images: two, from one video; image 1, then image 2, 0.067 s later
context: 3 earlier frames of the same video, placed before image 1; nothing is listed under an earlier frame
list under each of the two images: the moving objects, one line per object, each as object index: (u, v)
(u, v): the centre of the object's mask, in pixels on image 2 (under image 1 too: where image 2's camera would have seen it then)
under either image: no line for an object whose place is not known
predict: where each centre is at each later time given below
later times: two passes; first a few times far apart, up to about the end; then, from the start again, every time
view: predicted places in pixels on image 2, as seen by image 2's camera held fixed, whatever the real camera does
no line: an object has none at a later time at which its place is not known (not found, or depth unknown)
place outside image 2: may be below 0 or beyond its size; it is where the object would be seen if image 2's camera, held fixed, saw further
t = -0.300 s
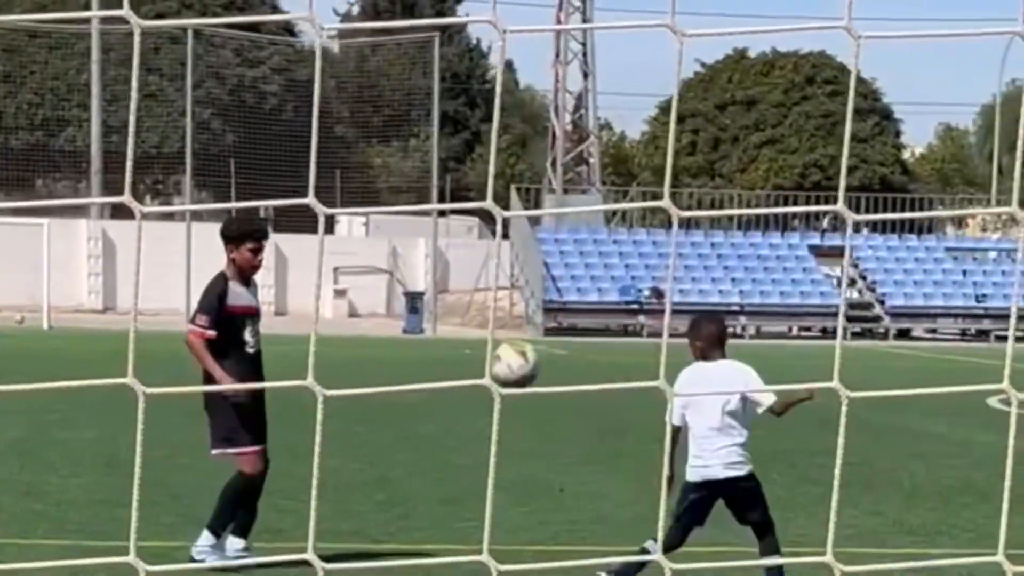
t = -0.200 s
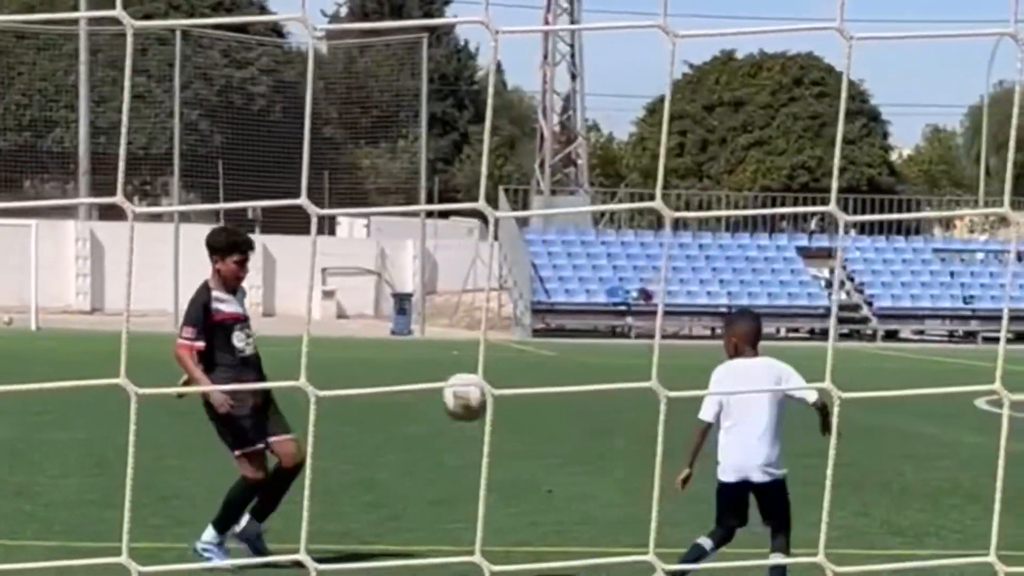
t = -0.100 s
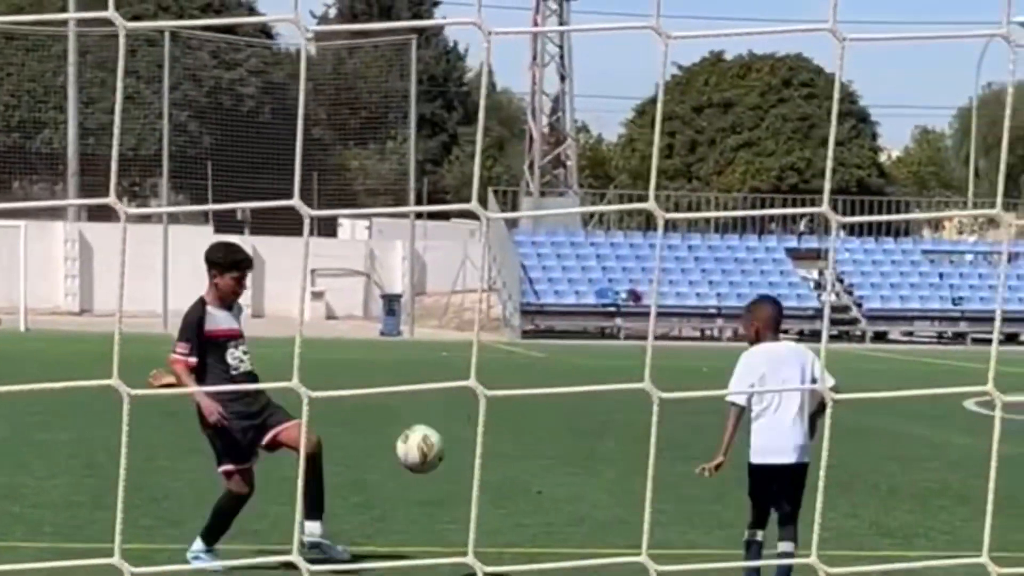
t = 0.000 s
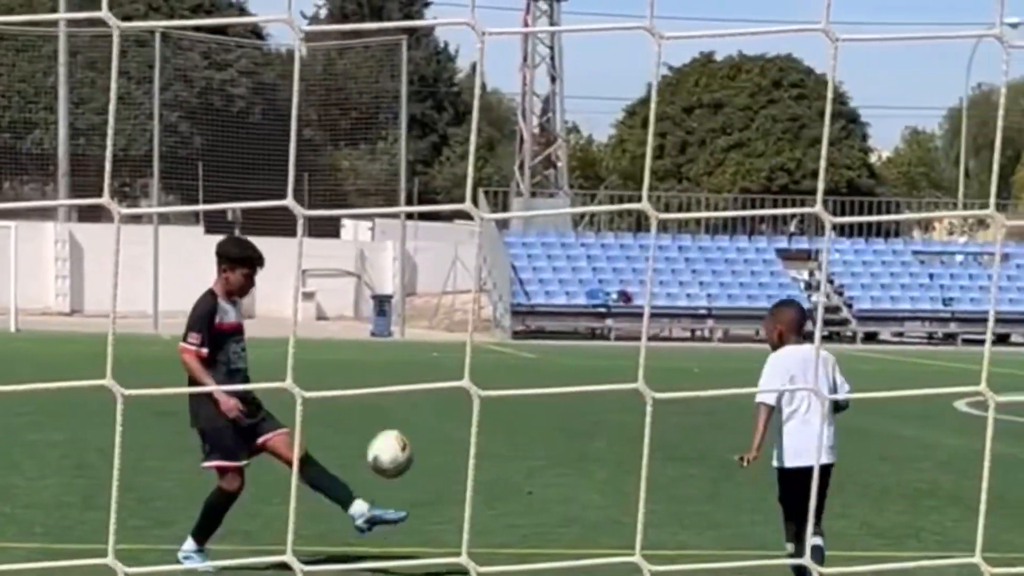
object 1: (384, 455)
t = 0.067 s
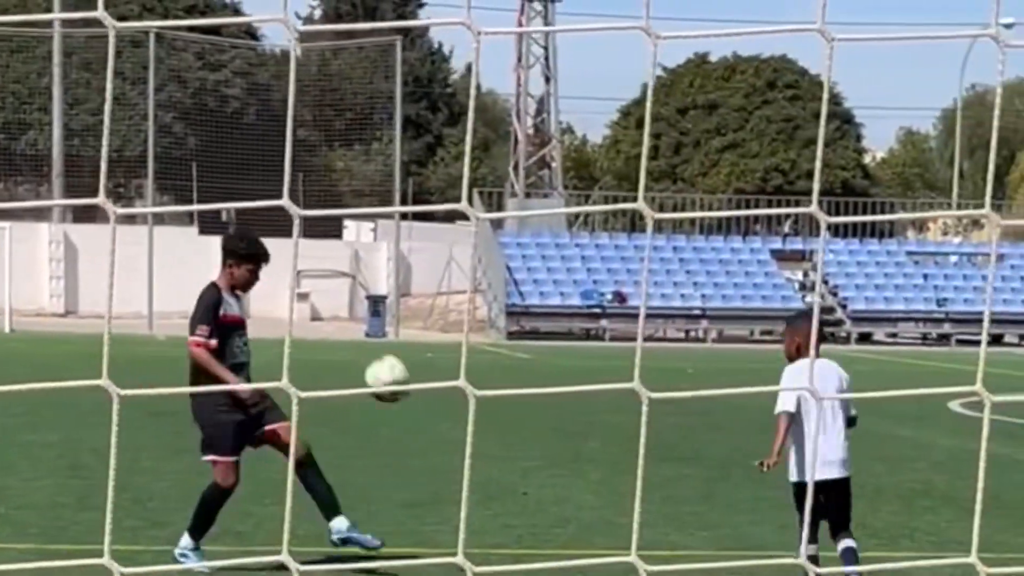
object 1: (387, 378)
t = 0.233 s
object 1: (398, 230)
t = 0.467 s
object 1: (408, 115)
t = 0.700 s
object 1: (414, 117)
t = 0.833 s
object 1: (417, 172)
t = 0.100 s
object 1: (391, 345)
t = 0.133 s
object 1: (393, 312)
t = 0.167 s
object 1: (395, 283)
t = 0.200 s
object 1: (397, 254)
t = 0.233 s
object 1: (398, 230)
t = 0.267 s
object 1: (398, 205)
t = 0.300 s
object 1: (399, 179)
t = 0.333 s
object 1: (400, 160)
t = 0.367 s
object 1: (404, 150)
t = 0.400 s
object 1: (405, 135)
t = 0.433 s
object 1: (406, 123)
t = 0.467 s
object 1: (408, 115)
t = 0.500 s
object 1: (409, 107)
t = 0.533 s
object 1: (408, 102)
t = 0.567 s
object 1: (412, 103)
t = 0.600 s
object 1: (410, 99)
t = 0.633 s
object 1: (412, 103)
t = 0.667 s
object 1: (412, 110)
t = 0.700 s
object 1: (414, 117)
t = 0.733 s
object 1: (415, 127)
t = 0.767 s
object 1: (416, 140)
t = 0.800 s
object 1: (418, 155)
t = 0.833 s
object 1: (417, 172)
